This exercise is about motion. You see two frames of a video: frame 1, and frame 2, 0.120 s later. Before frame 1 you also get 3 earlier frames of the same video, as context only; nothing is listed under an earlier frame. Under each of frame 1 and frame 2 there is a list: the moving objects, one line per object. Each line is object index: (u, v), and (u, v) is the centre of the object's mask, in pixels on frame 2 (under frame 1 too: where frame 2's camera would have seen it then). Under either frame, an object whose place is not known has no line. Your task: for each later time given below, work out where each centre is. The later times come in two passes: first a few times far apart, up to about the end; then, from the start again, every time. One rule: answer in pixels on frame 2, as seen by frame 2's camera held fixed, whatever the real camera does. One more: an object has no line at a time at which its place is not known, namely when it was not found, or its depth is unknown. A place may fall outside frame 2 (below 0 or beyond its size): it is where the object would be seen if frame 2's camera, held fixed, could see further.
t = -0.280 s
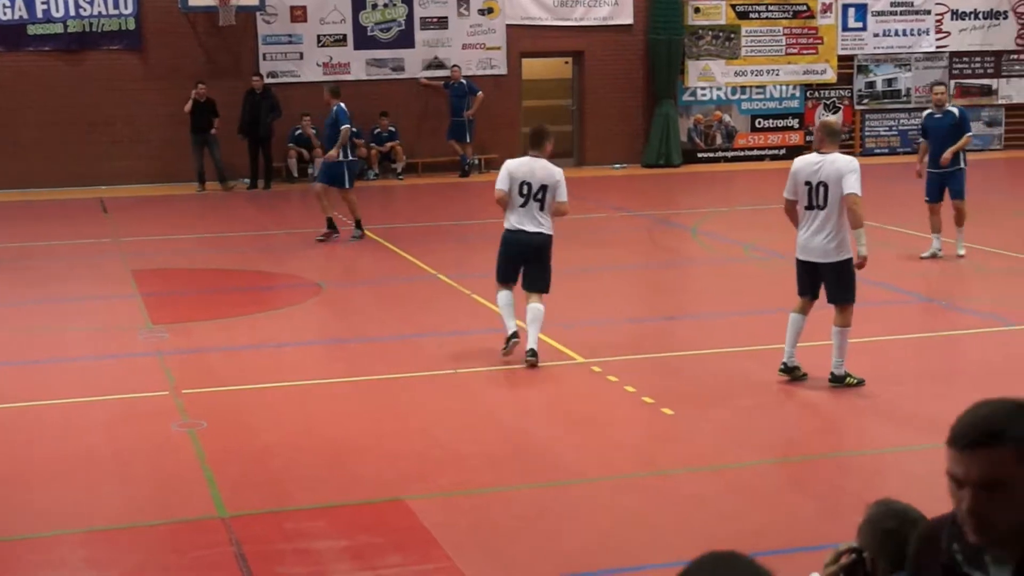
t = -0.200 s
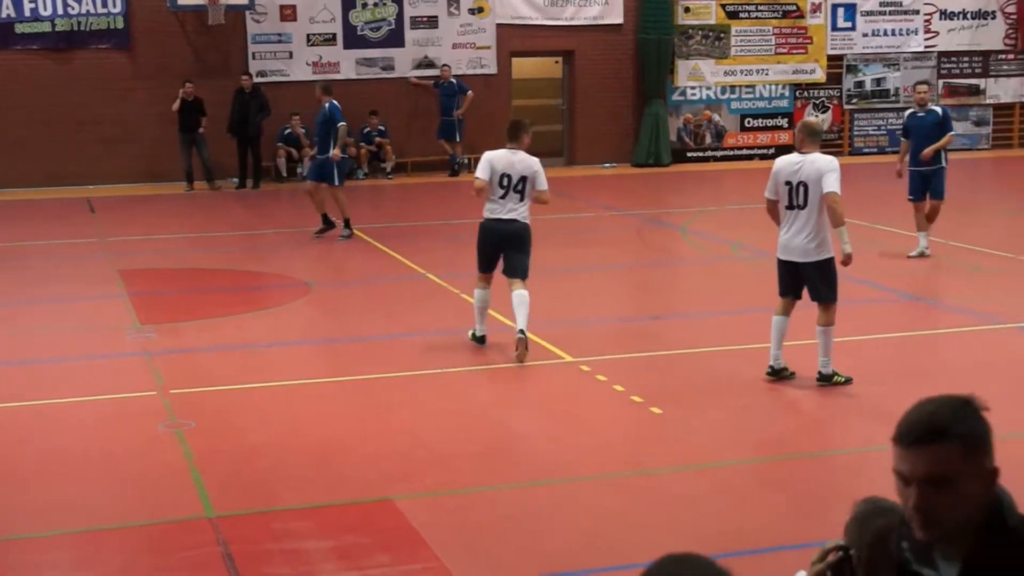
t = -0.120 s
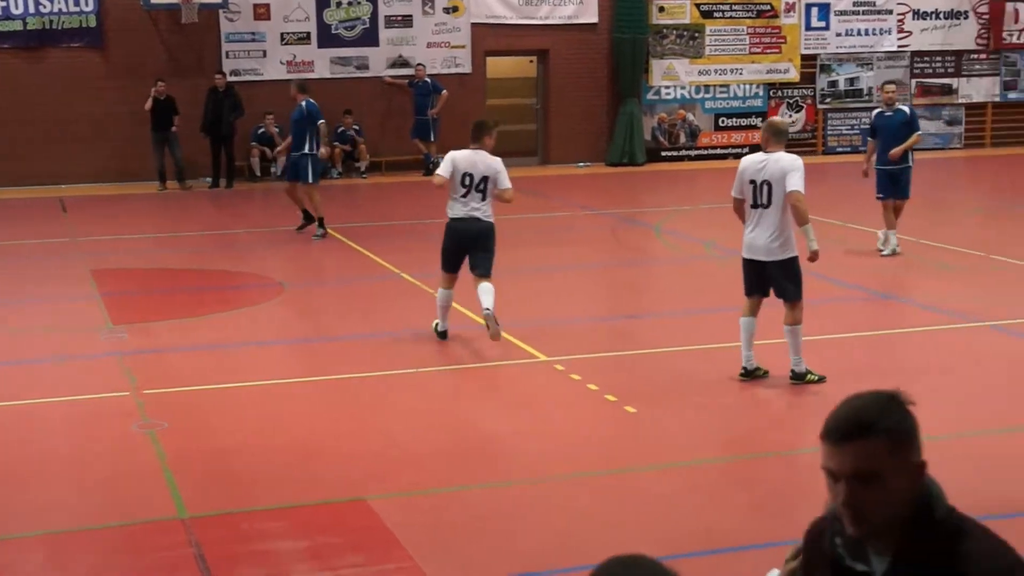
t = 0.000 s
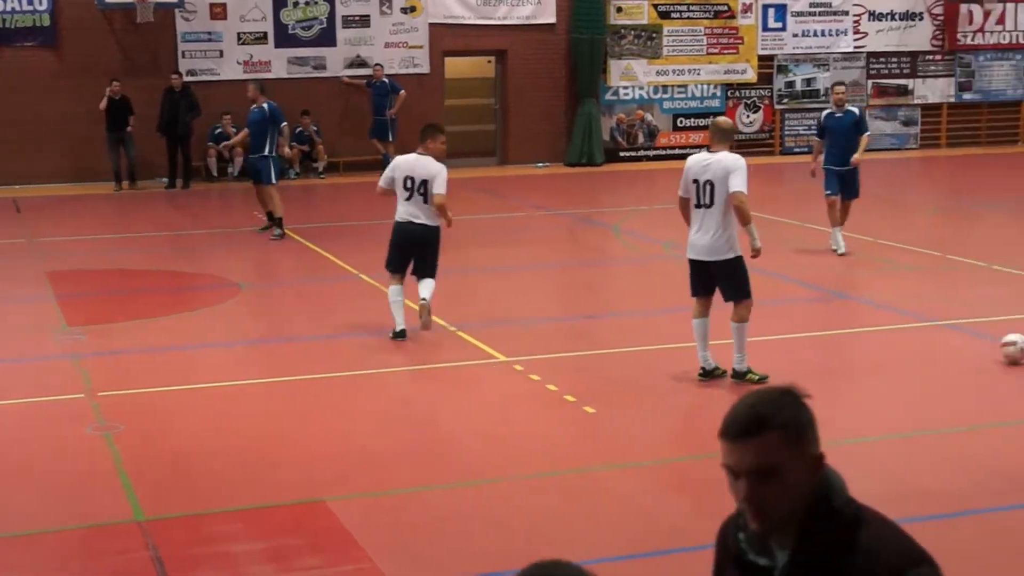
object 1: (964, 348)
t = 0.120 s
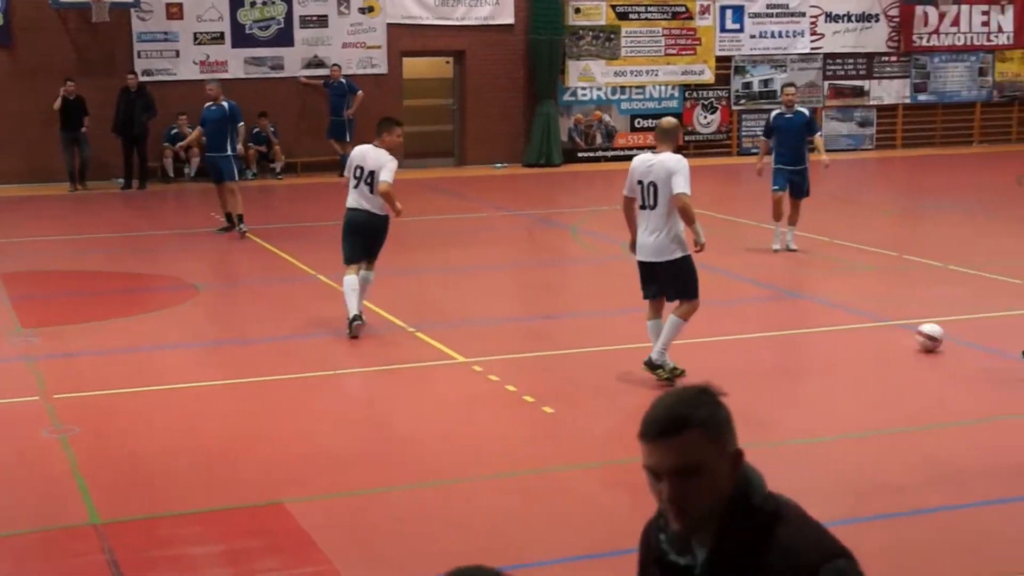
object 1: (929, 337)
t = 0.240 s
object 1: (898, 330)
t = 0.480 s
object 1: (838, 316)
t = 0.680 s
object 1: (793, 305)
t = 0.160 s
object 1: (918, 335)
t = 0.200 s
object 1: (908, 332)
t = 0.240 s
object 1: (898, 330)
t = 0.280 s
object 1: (887, 327)
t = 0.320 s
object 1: (877, 325)
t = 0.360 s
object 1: (867, 323)
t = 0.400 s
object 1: (859, 321)
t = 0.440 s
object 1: (849, 318)
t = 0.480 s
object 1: (838, 316)
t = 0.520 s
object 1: (830, 314)
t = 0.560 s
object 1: (820, 312)
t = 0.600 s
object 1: (811, 310)
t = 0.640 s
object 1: (802, 307)
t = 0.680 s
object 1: (793, 305)
